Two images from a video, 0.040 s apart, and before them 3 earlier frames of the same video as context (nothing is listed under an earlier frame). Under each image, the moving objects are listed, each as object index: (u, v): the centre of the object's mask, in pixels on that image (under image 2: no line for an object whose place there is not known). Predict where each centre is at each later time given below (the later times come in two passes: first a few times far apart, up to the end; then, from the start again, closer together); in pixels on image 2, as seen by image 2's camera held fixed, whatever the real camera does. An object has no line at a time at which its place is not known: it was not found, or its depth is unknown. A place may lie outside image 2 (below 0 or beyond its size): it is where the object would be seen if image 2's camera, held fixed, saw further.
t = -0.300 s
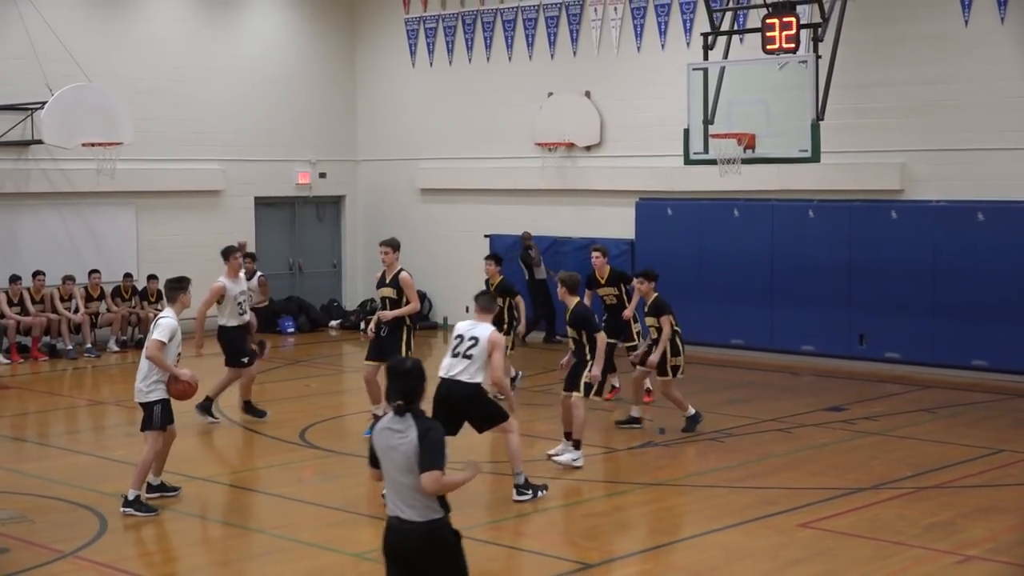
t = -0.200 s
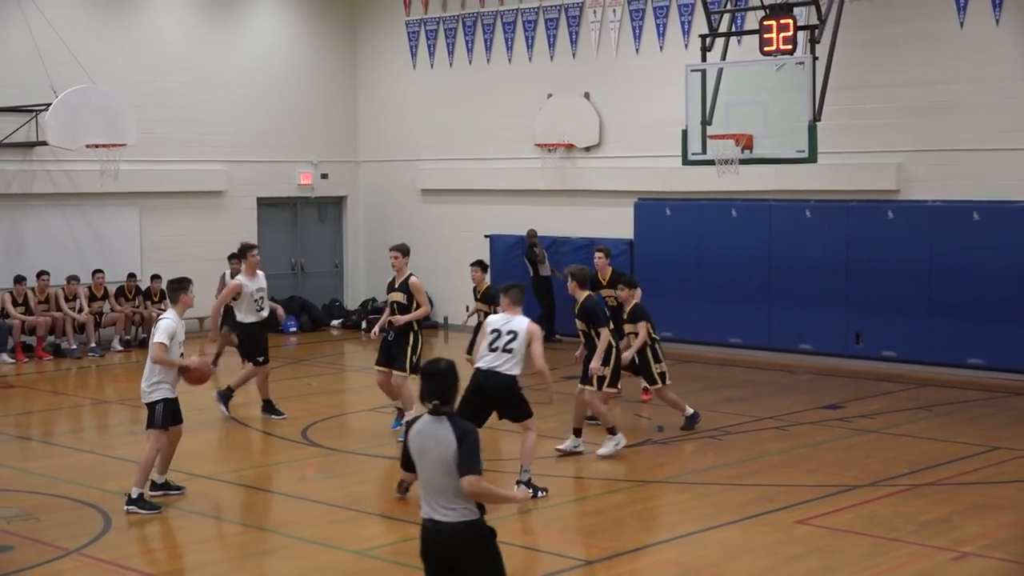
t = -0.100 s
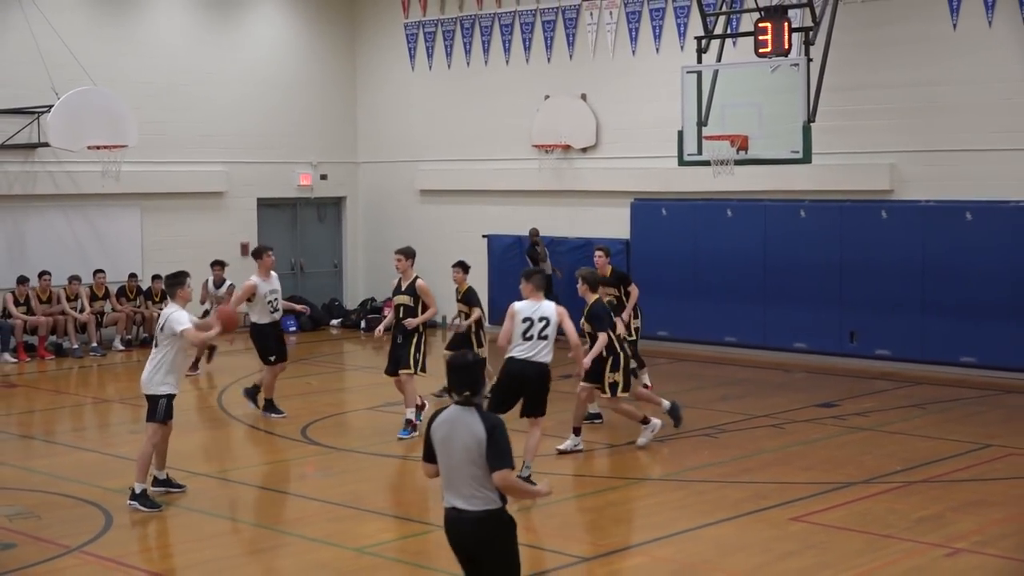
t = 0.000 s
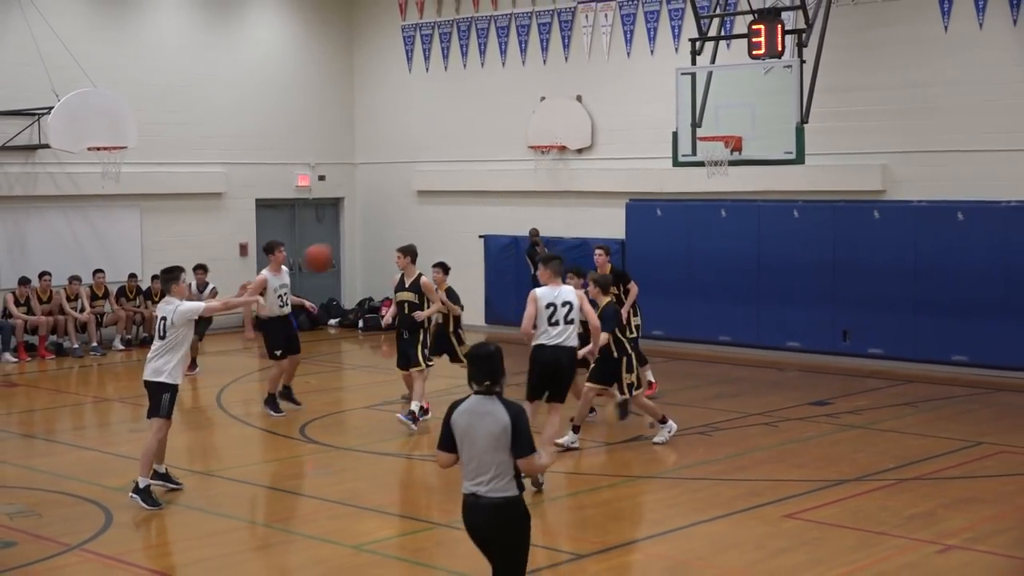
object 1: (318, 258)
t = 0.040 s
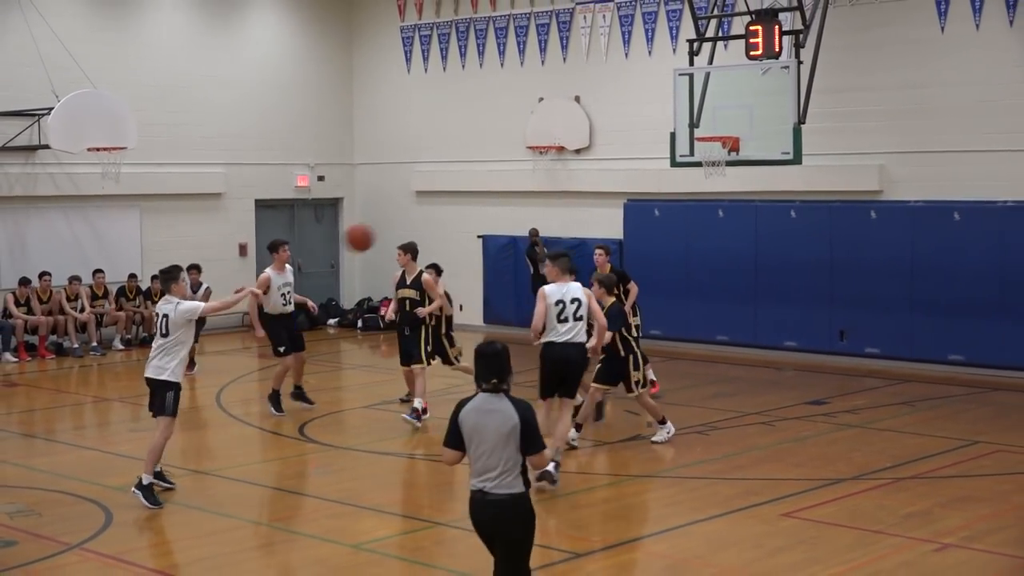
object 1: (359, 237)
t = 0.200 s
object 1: (521, 171)
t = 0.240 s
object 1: (559, 159)
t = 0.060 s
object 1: (379, 227)
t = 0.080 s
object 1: (400, 218)
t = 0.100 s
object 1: (421, 209)
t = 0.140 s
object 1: (461, 192)
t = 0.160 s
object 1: (480, 185)
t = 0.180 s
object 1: (500, 178)
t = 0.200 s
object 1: (521, 171)
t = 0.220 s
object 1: (540, 165)
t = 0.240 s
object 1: (559, 159)
